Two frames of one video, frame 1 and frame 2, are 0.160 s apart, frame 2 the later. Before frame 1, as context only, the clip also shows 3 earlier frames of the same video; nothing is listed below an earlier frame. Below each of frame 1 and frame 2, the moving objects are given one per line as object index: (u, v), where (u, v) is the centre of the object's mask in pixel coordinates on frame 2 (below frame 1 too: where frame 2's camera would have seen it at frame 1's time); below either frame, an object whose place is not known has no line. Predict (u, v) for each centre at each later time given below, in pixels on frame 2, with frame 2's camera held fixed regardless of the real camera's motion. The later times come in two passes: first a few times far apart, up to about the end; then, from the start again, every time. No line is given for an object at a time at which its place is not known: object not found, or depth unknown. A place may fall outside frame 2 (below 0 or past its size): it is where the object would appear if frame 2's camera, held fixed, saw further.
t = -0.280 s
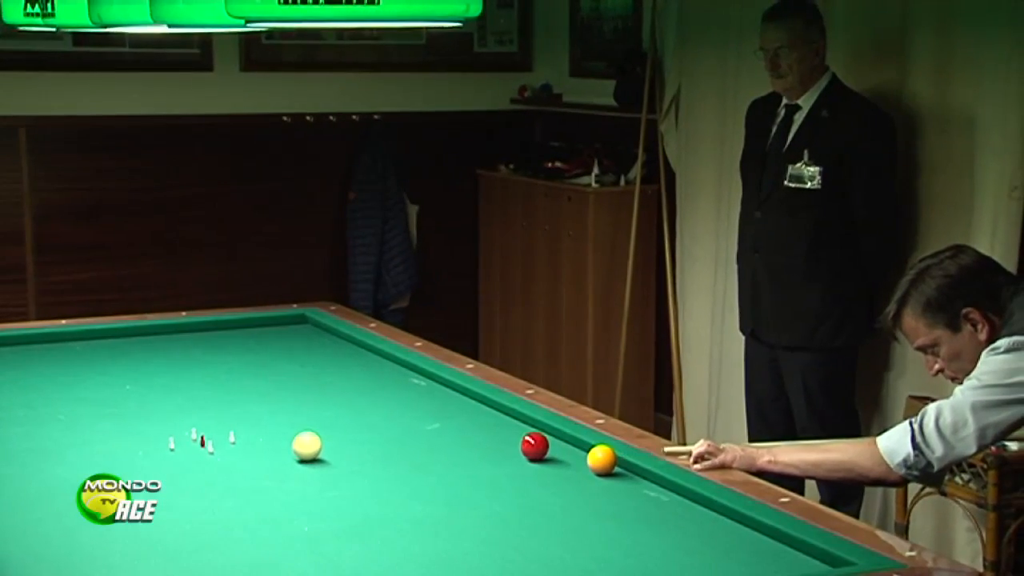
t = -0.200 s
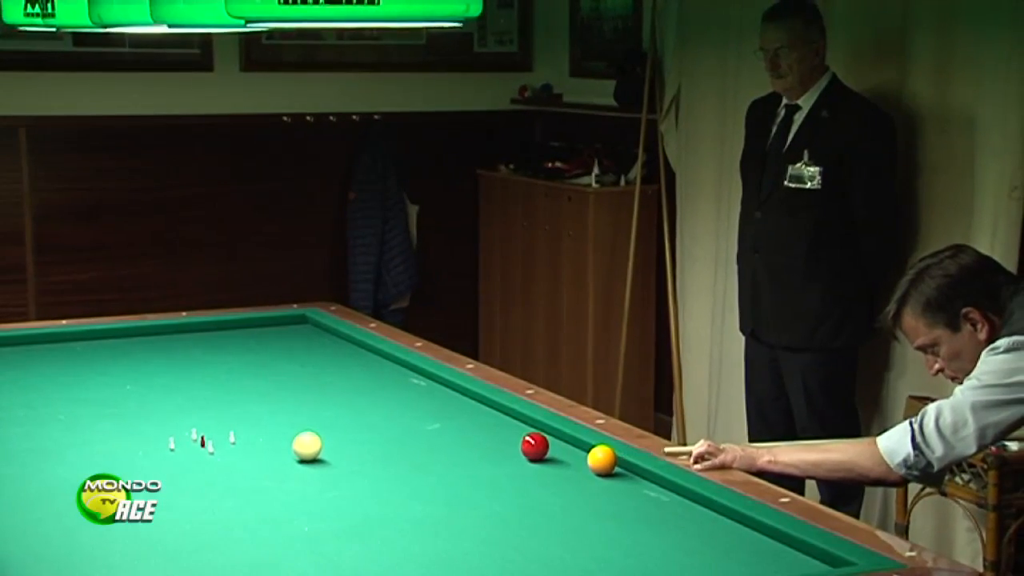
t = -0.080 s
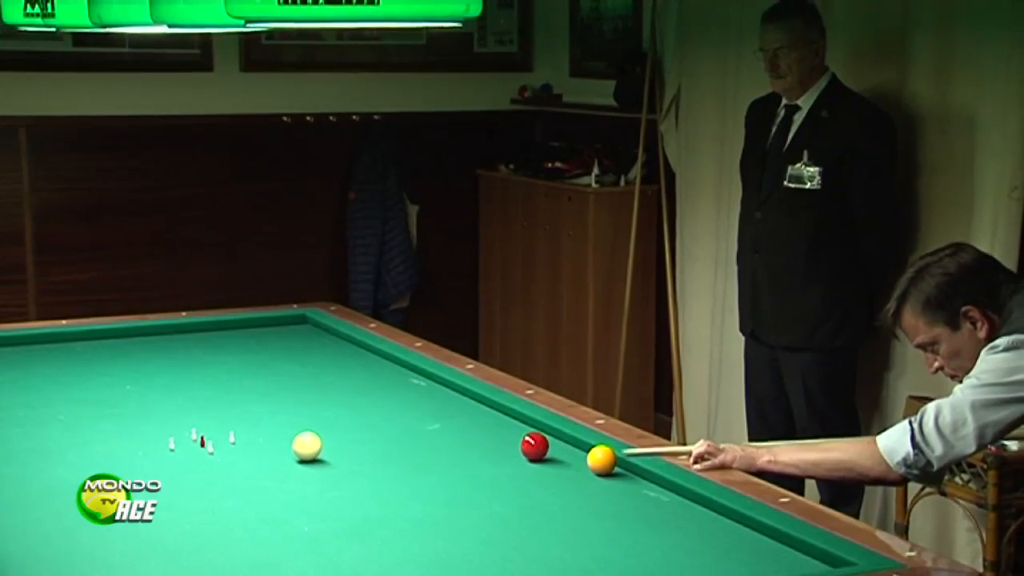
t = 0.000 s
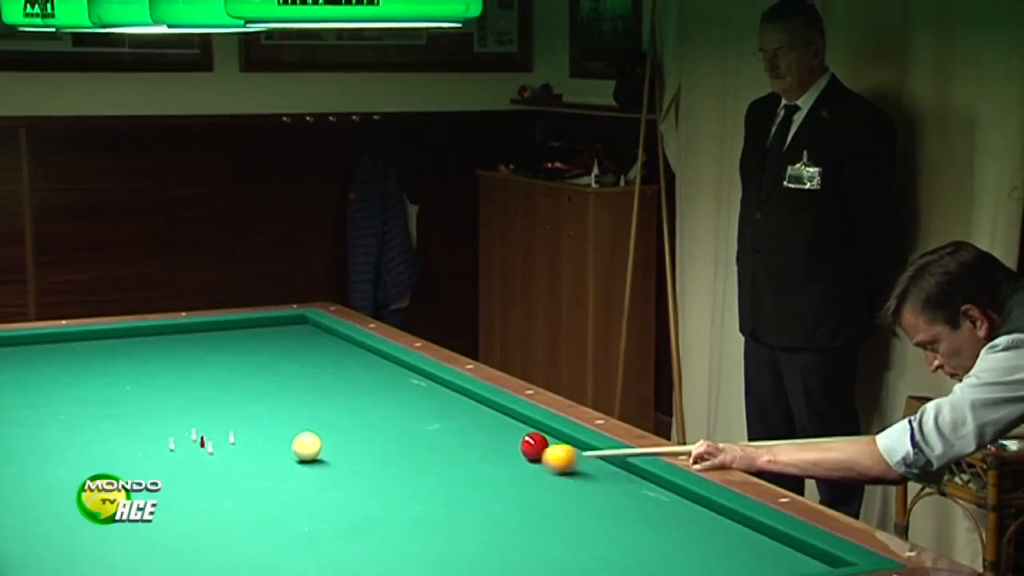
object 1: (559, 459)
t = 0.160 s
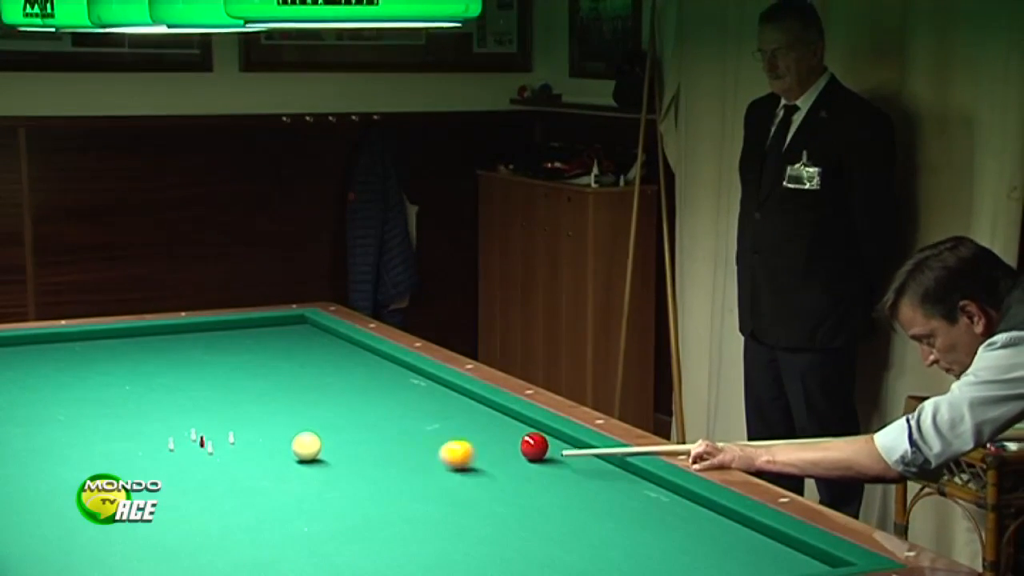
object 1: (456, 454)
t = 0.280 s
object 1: (382, 452)
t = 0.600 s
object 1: (258, 461)
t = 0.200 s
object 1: (431, 454)
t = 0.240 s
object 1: (406, 452)
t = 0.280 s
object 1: (382, 452)
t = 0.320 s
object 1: (356, 451)
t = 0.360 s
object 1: (333, 450)
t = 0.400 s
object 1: (320, 452)
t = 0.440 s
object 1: (308, 454)
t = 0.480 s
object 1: (297, 455)
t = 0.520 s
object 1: (284, 458)
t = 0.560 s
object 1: (271, 459)
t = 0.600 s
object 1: (258, 461)
